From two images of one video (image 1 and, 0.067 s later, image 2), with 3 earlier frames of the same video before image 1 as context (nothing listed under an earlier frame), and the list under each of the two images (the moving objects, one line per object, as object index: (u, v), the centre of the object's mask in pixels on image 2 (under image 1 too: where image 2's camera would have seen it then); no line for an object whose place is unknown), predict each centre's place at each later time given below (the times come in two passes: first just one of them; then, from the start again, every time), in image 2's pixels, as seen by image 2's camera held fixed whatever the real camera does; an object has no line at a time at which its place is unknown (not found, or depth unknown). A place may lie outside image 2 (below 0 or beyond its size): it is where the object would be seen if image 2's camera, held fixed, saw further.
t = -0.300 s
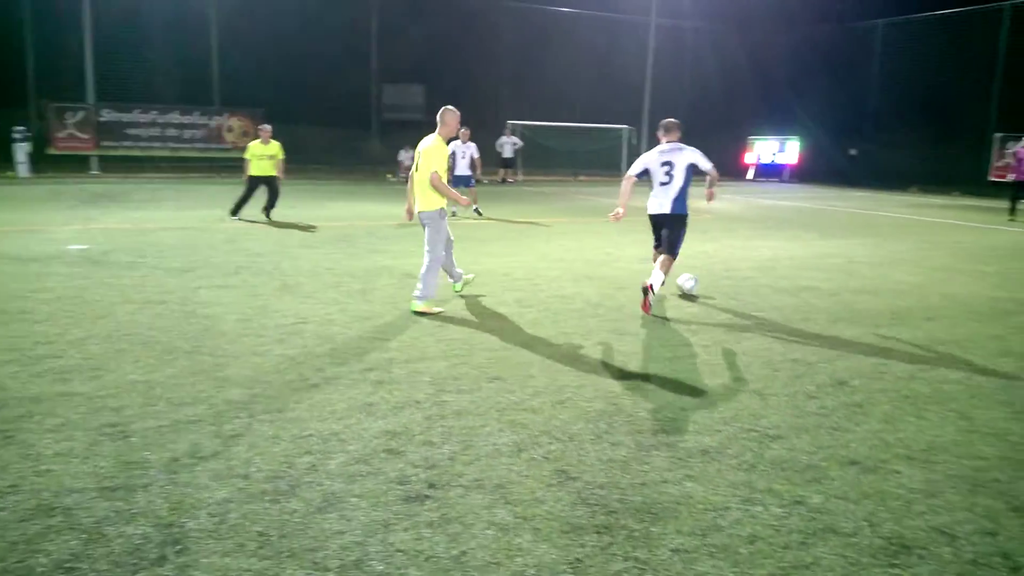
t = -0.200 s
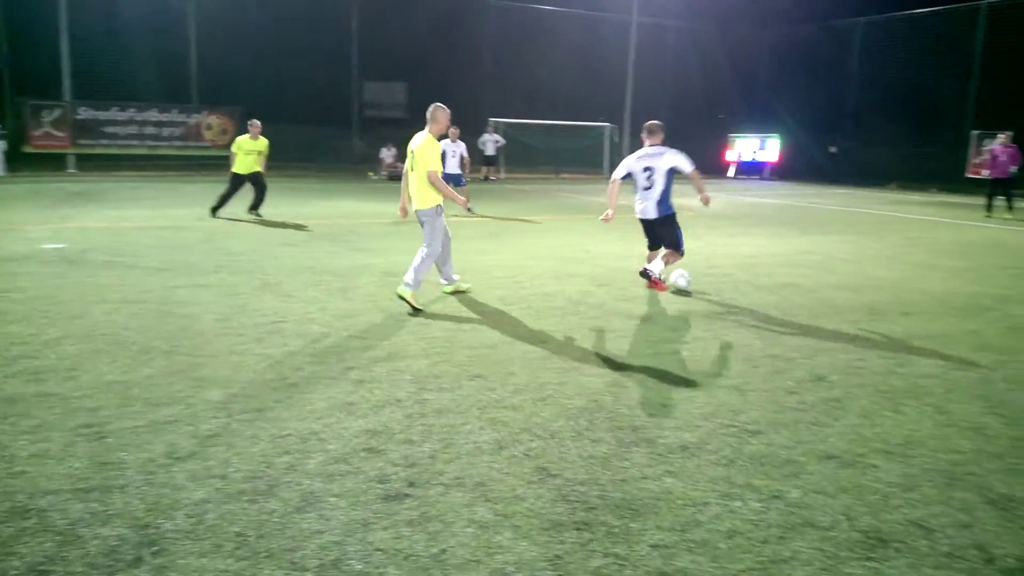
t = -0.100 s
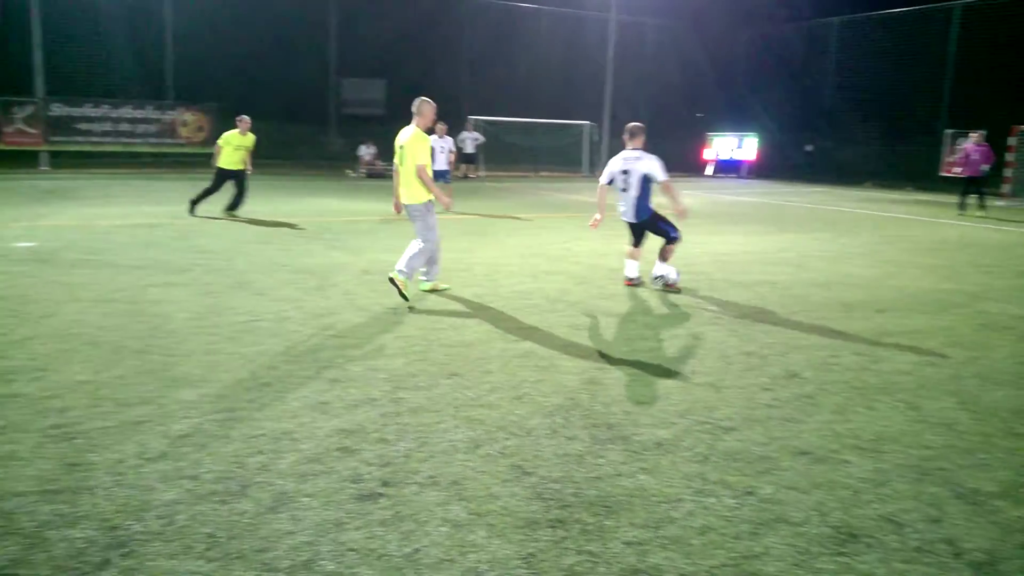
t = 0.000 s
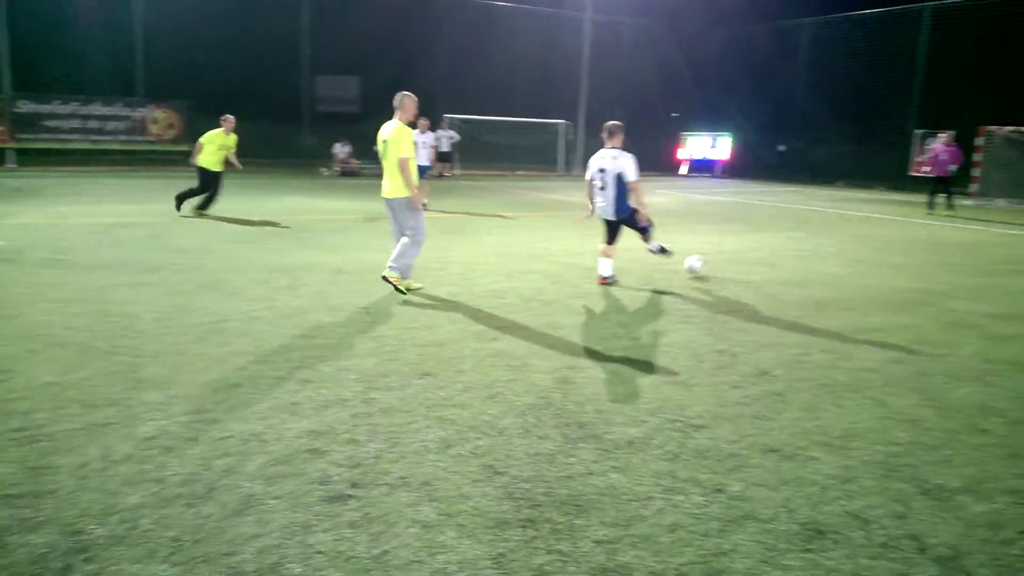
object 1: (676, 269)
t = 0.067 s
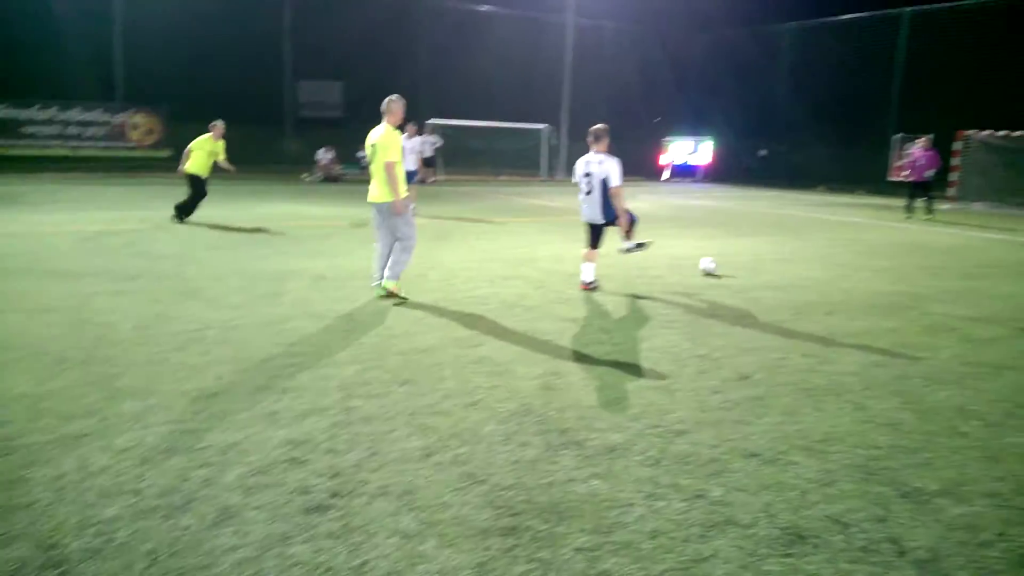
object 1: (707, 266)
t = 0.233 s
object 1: (766, 253)
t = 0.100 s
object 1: (722, 262)
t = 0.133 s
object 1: (734, 259)
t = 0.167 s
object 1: (746, 256)
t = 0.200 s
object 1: (757, 255)
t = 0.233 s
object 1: (766, 253)
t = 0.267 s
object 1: (775, 252)
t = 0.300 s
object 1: (785, 250)
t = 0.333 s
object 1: (793, 249)
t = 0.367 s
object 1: (801, 247)
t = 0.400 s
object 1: (808, 246)
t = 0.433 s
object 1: (815, 244)
